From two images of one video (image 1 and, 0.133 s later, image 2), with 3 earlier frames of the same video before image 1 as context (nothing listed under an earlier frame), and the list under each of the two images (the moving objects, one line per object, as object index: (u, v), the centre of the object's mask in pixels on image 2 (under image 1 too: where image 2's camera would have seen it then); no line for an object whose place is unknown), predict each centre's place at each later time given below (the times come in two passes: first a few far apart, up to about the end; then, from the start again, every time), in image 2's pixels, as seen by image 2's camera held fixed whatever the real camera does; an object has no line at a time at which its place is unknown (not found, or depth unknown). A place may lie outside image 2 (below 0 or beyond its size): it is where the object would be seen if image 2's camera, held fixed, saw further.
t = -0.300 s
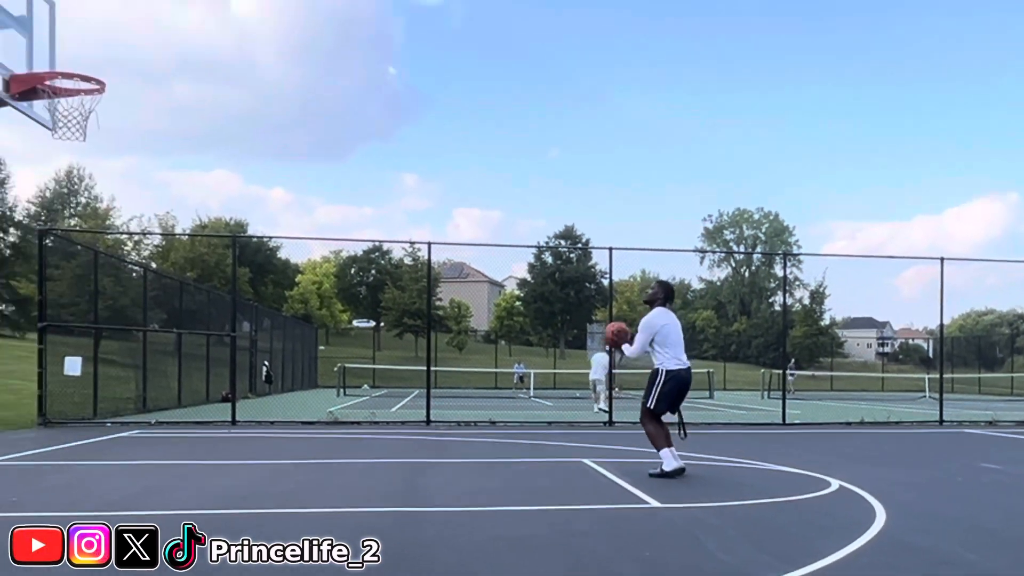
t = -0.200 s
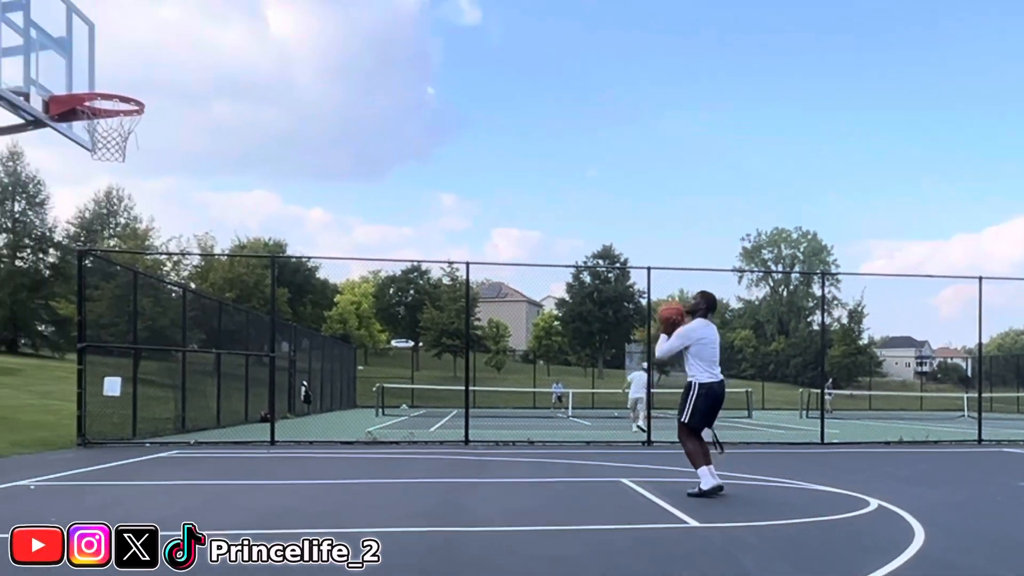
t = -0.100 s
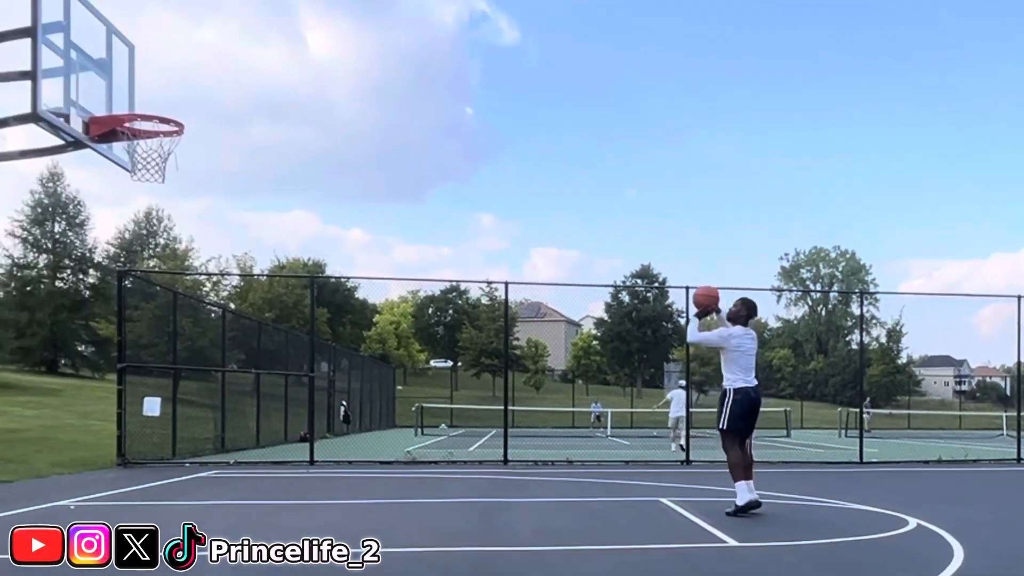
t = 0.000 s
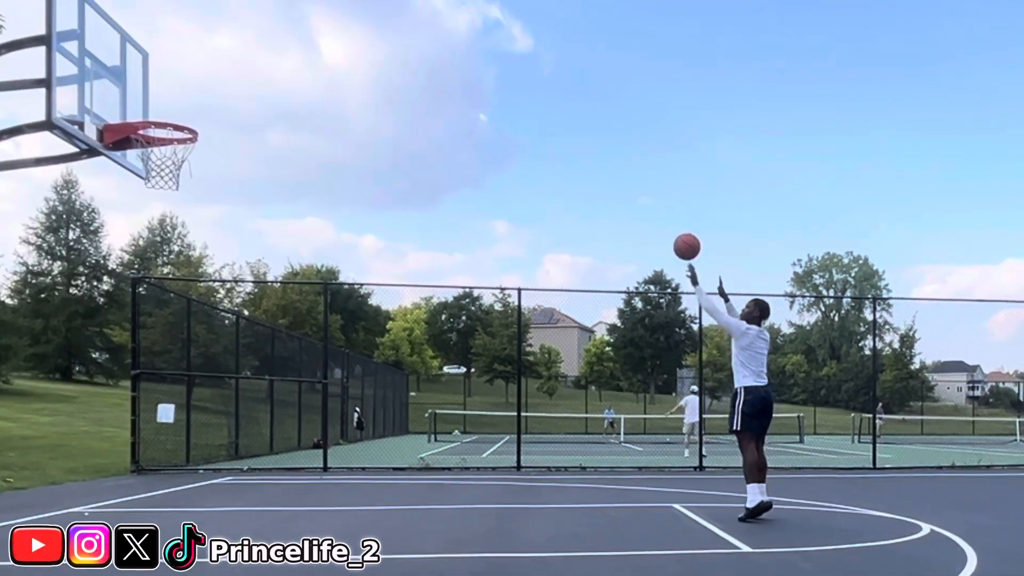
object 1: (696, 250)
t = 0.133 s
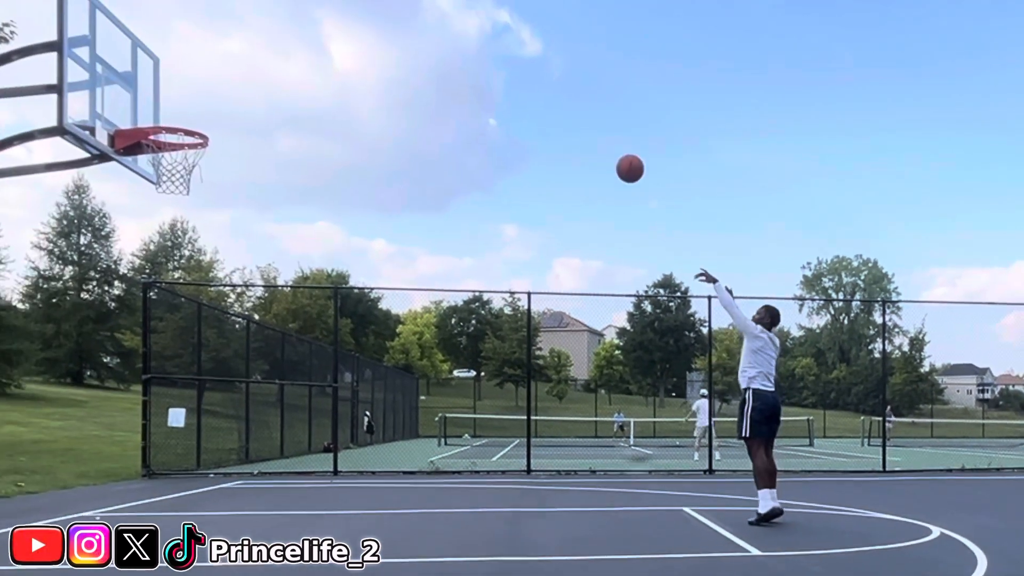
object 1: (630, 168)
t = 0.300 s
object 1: (545, 93)
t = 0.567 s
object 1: (402, 34)
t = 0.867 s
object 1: (229, 71)
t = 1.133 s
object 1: (174, 133)
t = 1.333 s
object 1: (183, 159)
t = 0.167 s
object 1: (613, 151)
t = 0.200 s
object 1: (596, 135)
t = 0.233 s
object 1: (579, 119)
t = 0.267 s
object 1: (562, 105)
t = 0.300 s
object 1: (545, 93)
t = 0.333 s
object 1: (527, 81)
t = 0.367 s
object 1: (510, 71)
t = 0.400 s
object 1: (493, 61)
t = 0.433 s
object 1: (475, 53)
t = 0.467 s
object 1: (457, 47)
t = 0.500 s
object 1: (439, 41)
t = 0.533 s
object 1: (421, 37)
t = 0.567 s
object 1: (402, 34)
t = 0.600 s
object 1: (384, 33)
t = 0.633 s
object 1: (365, 33)
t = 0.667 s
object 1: (346, 34)
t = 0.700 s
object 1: (327, 37)
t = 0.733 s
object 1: (308, 41)
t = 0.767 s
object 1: (289, 46)
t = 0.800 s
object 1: (269, 53)
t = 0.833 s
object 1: (249, 61)
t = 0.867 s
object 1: (229, 71)
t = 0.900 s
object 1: (209, 82)
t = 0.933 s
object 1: (188, 95)
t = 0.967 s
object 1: (168, 110)
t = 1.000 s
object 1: (147, 119)
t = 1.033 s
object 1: (164, 134)
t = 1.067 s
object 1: (175, 144)
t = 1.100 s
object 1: (175, 137)
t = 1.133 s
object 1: (174, 133)
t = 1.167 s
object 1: (163, 136)
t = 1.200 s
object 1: (156, 138)
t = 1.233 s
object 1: (156, 144)
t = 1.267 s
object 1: (163, 146)
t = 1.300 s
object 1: (173, 152)
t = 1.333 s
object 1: (183, 159)
